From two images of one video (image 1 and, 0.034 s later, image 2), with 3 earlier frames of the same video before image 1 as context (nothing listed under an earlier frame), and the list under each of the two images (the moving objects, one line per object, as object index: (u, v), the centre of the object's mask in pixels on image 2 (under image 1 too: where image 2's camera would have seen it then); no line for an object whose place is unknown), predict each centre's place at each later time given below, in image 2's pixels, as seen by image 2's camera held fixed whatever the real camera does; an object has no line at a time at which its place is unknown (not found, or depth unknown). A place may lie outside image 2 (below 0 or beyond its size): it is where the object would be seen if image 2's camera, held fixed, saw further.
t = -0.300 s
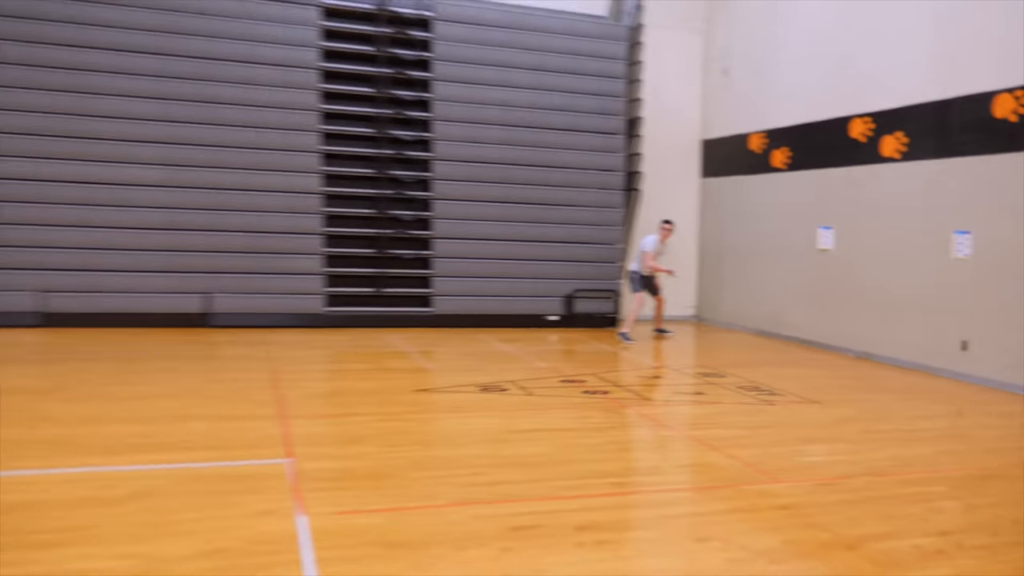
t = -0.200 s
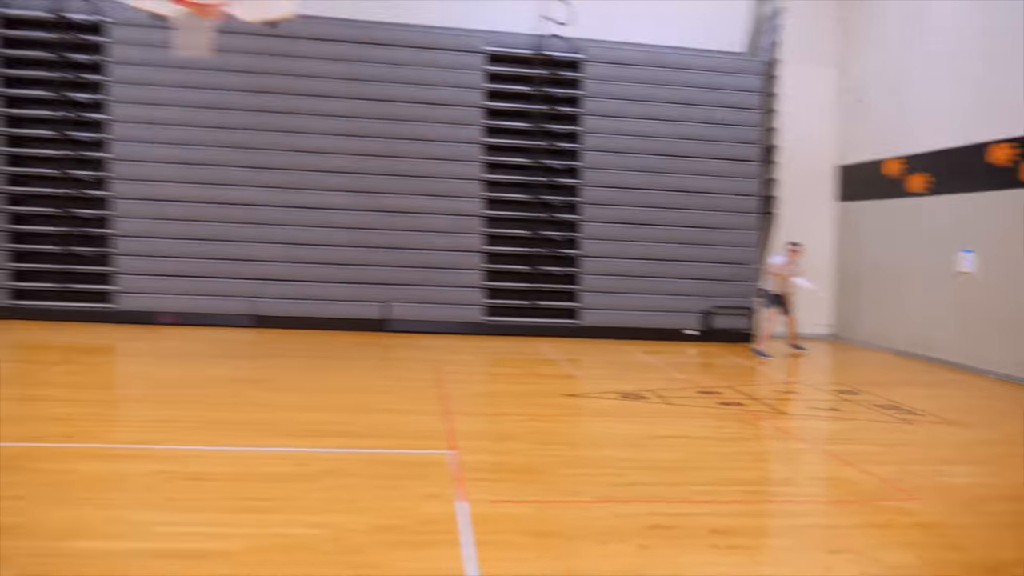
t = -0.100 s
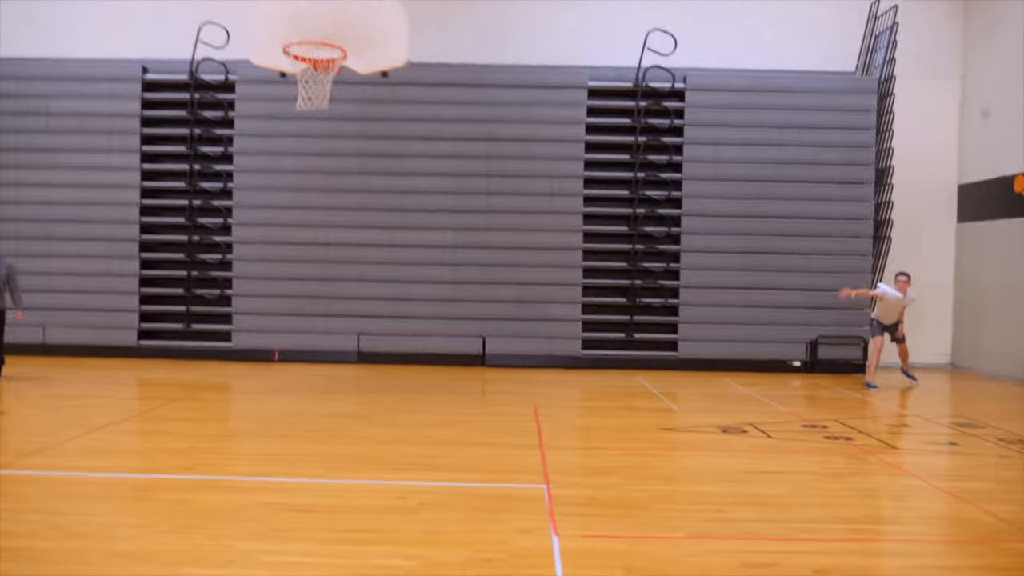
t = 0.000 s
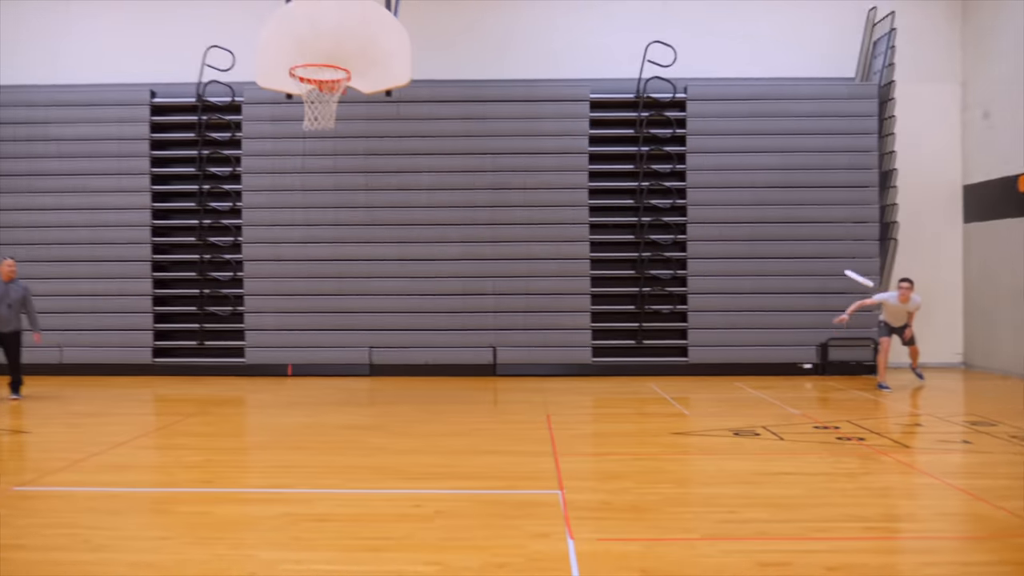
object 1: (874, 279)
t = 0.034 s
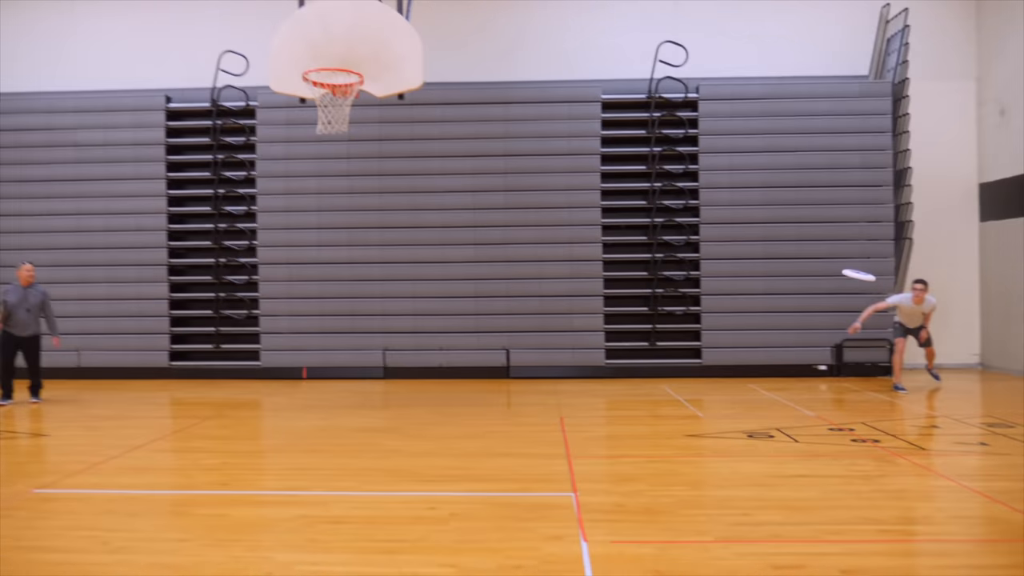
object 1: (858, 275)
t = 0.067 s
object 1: (842, 272)
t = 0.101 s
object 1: (824, 269)
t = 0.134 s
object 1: (806, 266)
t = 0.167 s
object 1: (785, 265)
